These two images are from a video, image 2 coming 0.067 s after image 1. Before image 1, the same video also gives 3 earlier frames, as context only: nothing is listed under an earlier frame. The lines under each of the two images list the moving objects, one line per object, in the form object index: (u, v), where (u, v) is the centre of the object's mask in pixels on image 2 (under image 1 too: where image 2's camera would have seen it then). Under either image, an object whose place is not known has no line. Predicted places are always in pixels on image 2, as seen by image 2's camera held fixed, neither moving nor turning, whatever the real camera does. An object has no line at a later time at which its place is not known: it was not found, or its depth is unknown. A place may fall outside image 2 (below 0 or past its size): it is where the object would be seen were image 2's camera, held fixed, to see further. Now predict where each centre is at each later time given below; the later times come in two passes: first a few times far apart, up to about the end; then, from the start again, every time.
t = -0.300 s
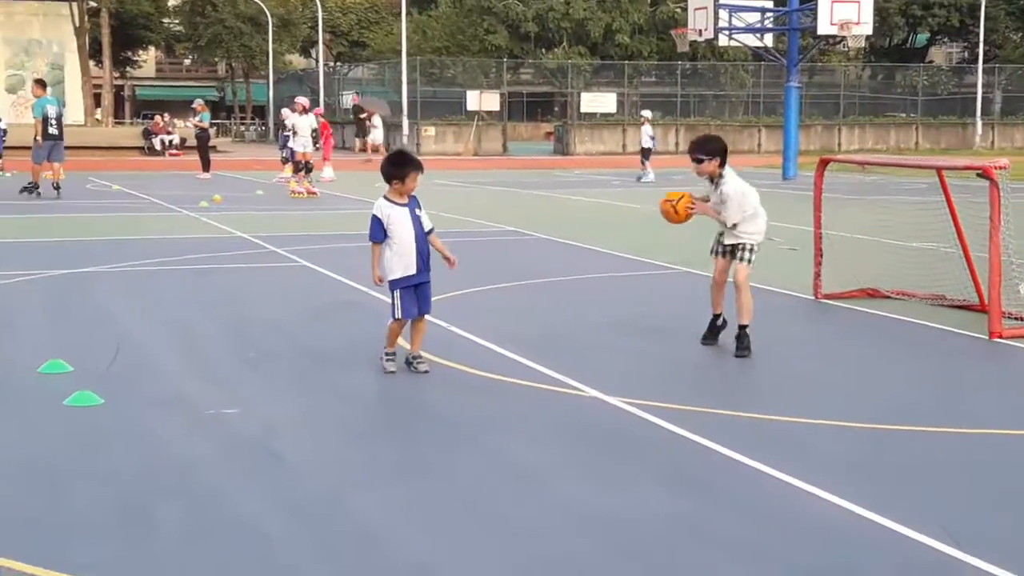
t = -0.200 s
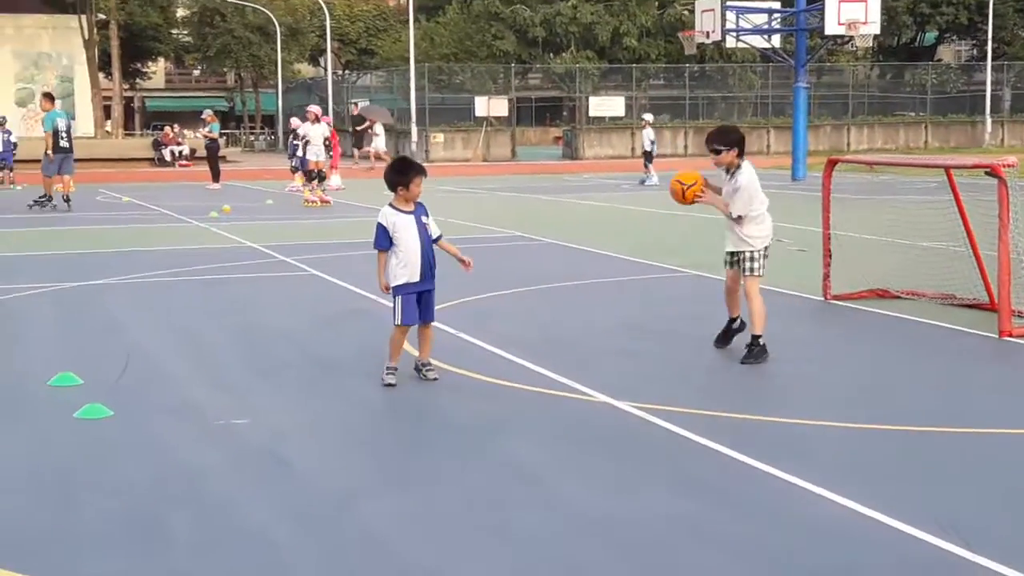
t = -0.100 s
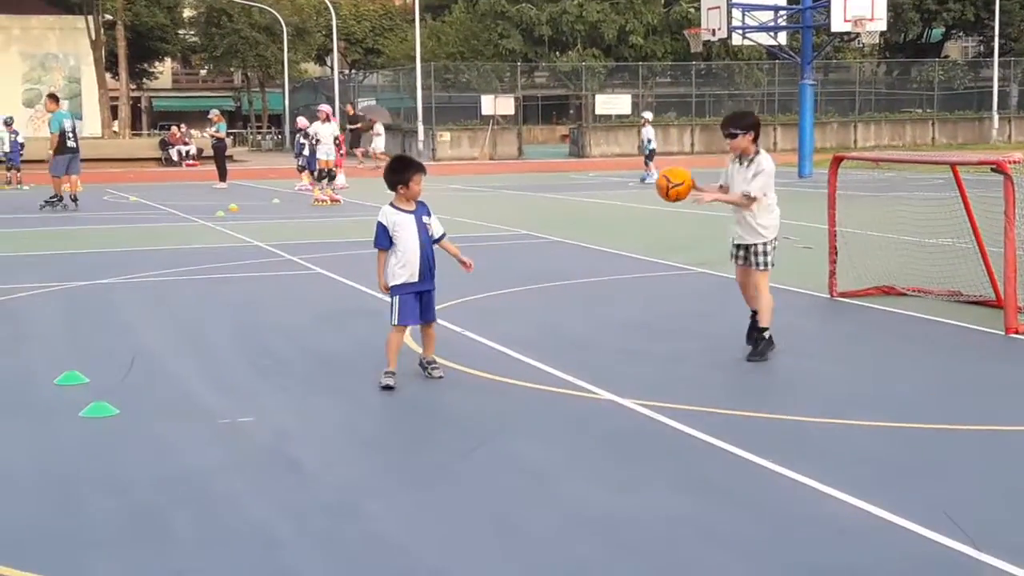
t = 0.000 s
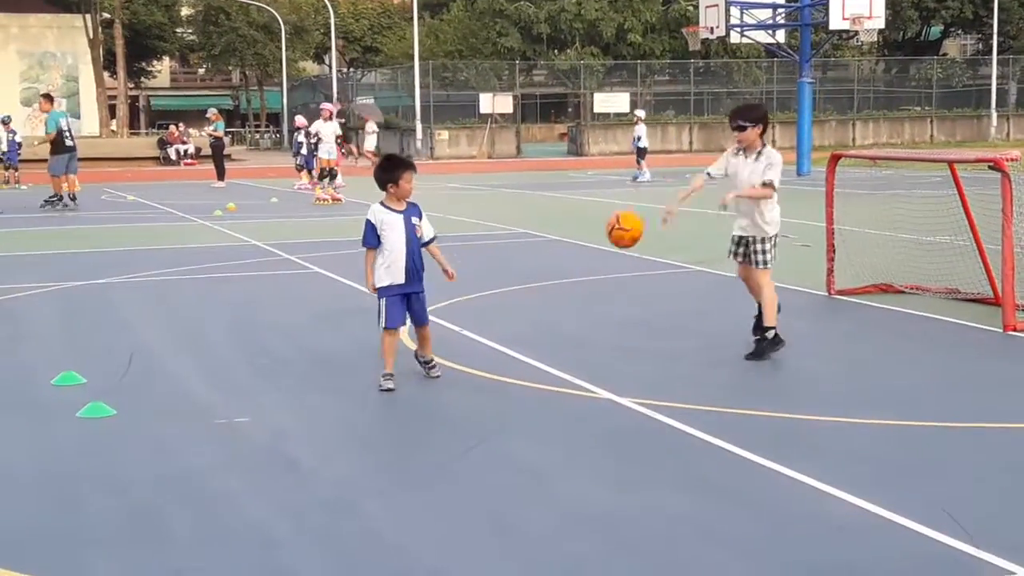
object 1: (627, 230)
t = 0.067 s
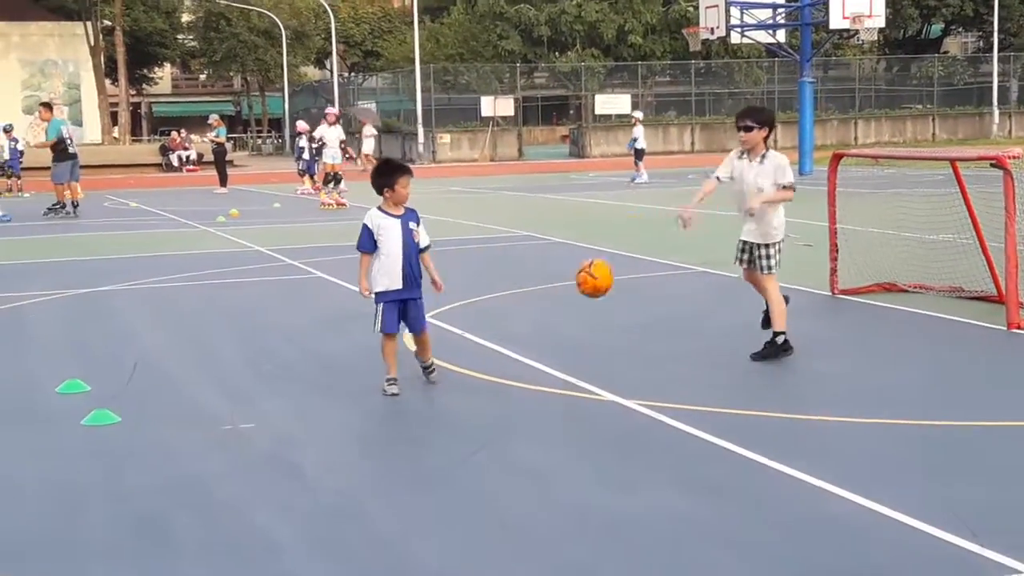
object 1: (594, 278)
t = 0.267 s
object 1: (521, 310)
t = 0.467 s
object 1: (472, 251)
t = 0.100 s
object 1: (578, 306)
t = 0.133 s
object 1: (562, 335)
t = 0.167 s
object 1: (546, 365)
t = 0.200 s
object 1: (538, 346)
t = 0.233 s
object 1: (529, 329)
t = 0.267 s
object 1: (521, 310)
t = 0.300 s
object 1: (513, 296)
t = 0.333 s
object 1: (505, 282)
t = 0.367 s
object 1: (496, 272)
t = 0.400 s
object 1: (488, 263)
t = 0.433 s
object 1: (480, 256)
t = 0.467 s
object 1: (472, 251)
